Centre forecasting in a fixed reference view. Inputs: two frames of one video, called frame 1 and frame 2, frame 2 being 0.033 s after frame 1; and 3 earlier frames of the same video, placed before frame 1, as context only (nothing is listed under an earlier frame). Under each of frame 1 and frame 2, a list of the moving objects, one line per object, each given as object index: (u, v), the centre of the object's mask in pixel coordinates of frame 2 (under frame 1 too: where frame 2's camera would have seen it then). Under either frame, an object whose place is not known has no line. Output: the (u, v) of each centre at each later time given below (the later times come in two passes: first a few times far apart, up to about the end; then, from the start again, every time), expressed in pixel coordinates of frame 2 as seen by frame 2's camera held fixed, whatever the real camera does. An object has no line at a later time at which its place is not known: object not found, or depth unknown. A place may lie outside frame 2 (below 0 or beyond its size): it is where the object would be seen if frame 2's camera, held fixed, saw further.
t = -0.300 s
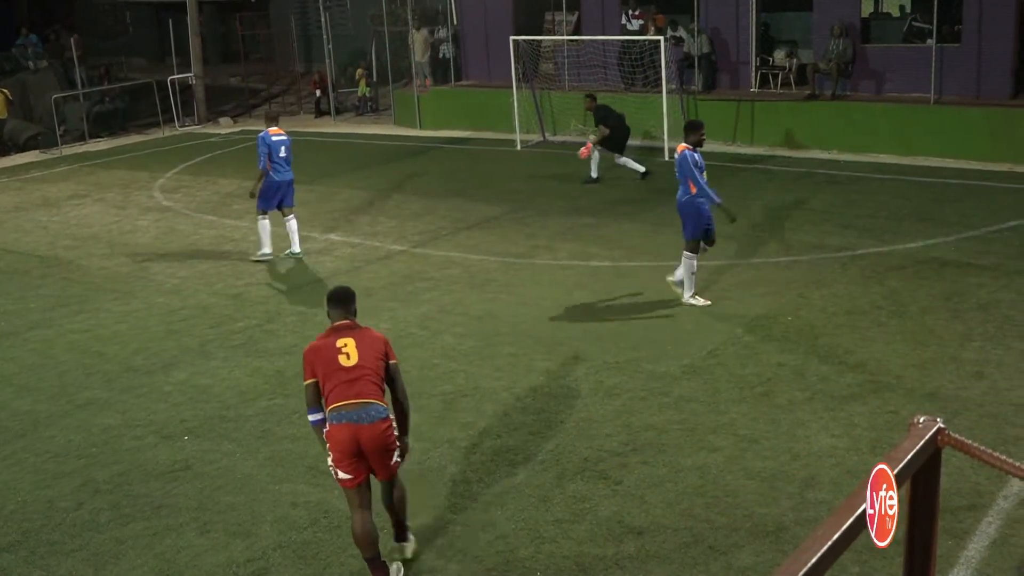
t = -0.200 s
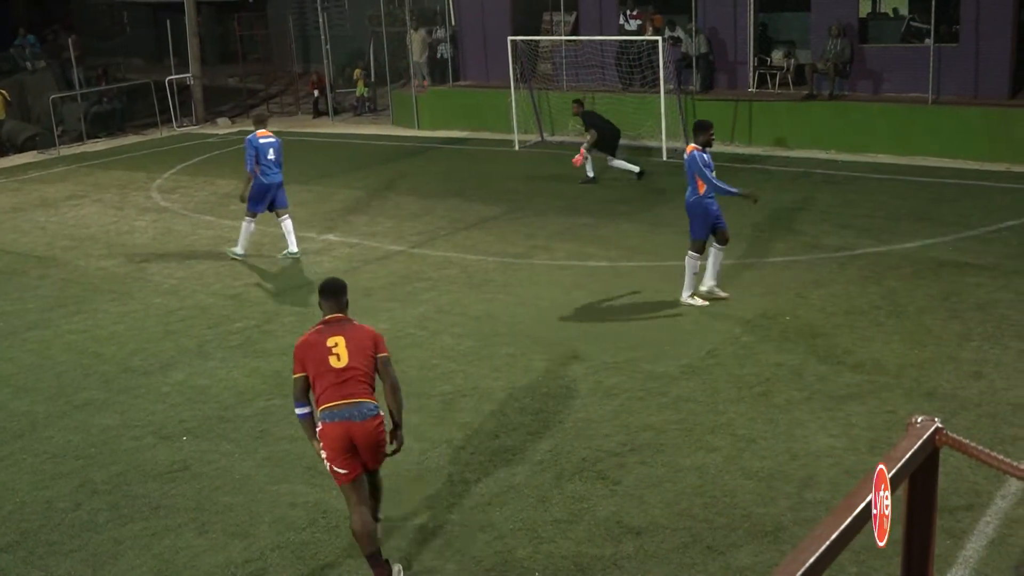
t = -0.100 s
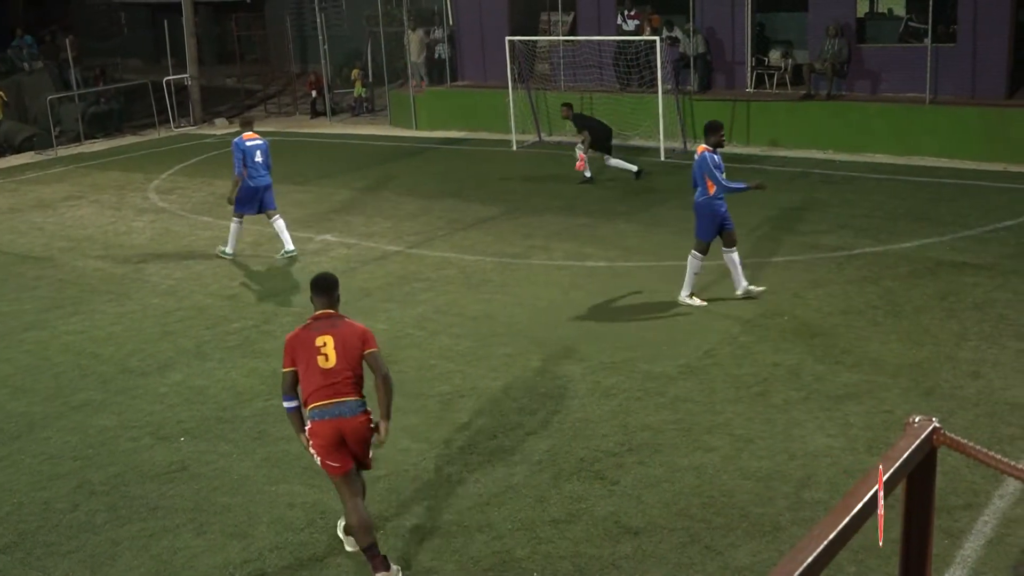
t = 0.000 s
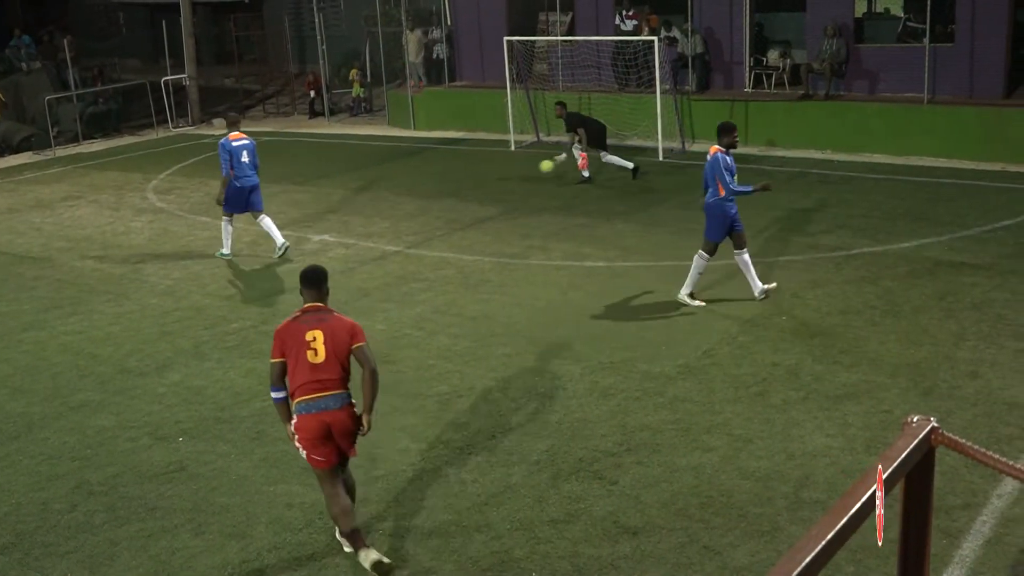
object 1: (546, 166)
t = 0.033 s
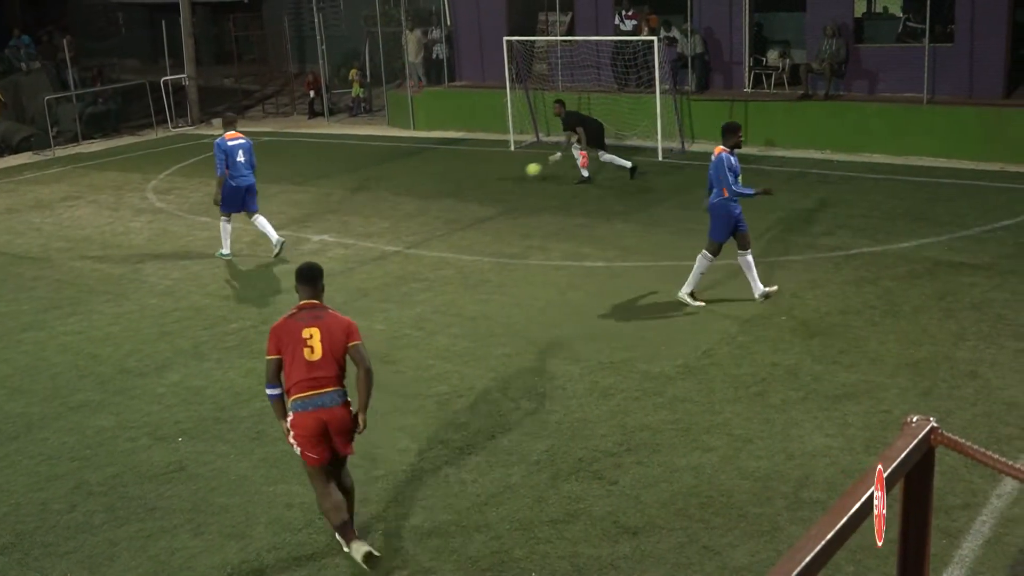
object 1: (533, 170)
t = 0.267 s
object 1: (454, 184)
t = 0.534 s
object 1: (375, 205)
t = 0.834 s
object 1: (279, 218)
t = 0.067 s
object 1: (521, 173)
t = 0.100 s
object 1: (508, 178)
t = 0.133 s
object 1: (494, 184)
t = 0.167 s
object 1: (483, 187)
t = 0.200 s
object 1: (473, 185)
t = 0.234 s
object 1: (464, 184)
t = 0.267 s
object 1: (454, 184)
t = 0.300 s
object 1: (444, 185)
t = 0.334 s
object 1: (434, 187)
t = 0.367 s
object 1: (425, 189)
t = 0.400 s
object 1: (415, 192)
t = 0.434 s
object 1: (405, 196)
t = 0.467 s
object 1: (395, 202)
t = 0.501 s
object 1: (385, 205)
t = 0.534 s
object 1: (375, 205)
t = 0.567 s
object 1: (364, 206)
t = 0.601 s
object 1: (354, 208)
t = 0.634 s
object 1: (343, 211)
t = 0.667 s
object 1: (332, 214)
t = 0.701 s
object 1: (322, 216)
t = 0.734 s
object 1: (311, 215)
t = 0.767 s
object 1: (301, 215)
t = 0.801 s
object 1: (290, 216)
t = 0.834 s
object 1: (279, 218)
